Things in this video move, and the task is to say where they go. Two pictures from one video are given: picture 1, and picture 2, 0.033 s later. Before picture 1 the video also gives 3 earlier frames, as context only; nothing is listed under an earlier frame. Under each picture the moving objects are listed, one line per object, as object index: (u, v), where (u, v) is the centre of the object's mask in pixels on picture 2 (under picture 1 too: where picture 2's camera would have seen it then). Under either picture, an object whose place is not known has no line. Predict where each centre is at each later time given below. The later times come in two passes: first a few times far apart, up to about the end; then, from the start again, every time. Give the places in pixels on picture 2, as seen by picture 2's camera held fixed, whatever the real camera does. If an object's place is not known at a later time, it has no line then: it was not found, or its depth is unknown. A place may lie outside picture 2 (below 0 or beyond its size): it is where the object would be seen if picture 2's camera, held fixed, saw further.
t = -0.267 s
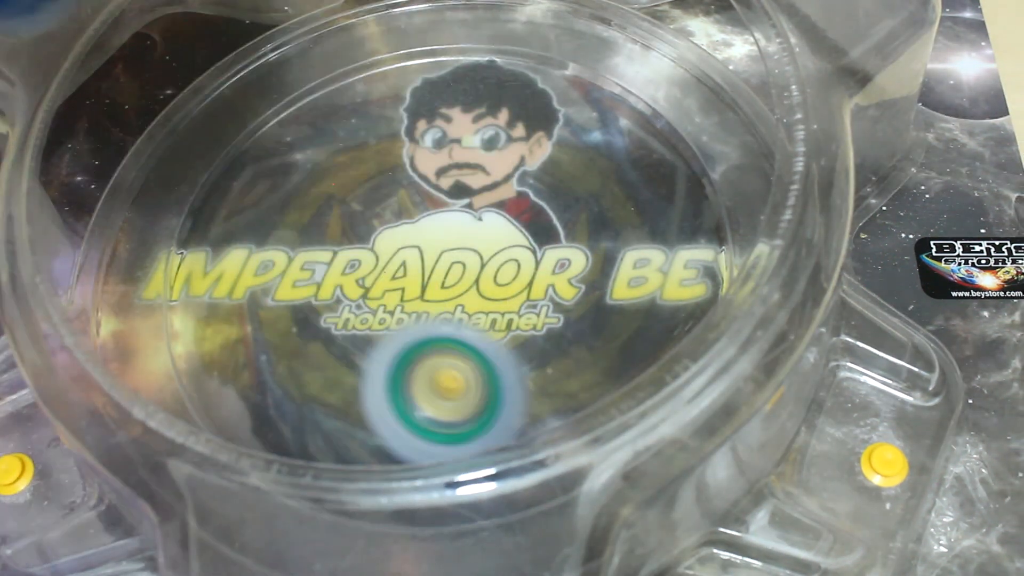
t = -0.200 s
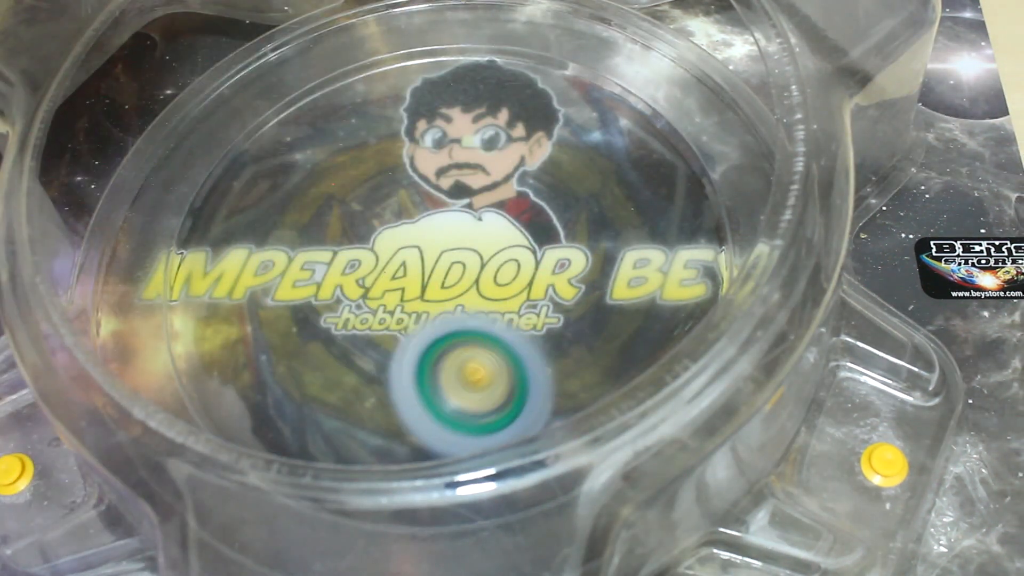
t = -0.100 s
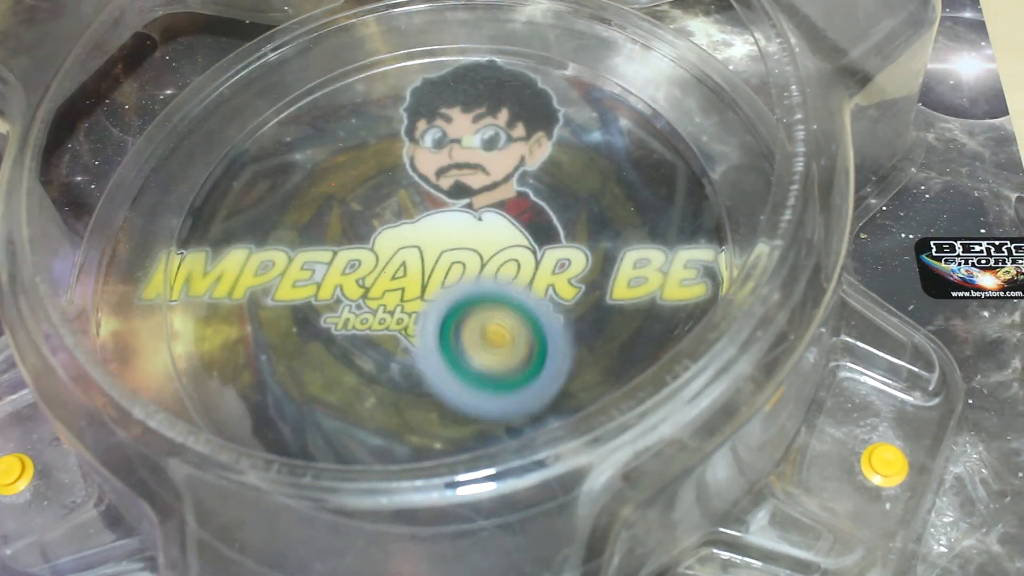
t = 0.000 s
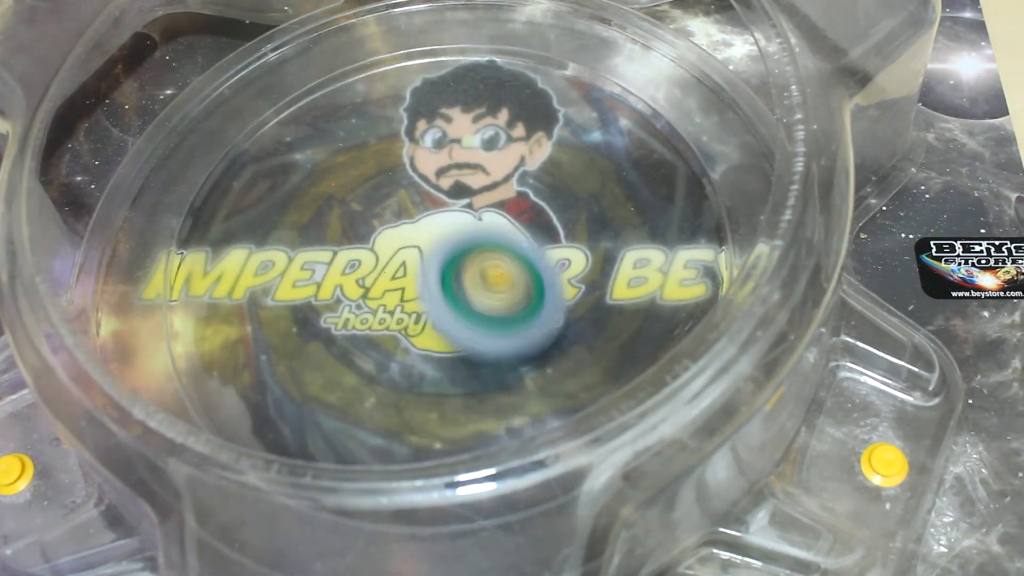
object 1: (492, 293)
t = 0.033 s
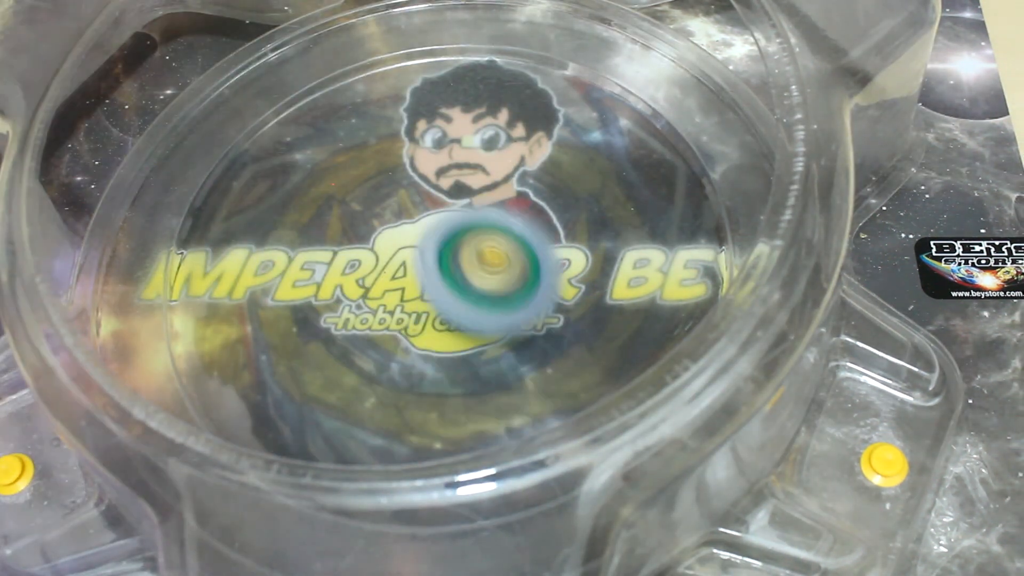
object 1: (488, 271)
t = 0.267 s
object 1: (441, 162)
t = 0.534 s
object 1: (408, 193)
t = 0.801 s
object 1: (440, 312)
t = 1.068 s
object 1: (435, 383)
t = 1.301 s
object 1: (413, 338)
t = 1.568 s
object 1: (447, 241)
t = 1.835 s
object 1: (514, 199)
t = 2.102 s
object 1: (531, 236)
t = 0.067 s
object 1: (483, 250)
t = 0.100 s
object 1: (478, 234)
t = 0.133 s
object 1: (472, 215)
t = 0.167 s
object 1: (464, 200)
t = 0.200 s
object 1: (456, 184)
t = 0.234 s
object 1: (448, 171)
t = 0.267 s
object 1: (441, 162)
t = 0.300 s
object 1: (435, 154)
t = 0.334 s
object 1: (426, 150)
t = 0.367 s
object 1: (422, 151)
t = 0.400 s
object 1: (417, 155)
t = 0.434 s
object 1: (413, 160)
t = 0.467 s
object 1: (411, 169)
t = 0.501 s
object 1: (409, 180)
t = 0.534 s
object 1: (408, 193)
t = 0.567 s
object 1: (409, 205)
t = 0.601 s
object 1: (411, 219)
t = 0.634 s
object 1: (414, 235)
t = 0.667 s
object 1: (419, 250)
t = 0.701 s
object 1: (424, 264)
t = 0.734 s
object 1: (430, 278)
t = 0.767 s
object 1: (435, 297)
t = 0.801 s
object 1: (440, 312)
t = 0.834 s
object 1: (444, 328)
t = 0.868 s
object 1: (446, 341)
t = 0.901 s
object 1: (449, 352)
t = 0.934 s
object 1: (449, 362)
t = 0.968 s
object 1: (447, 371)
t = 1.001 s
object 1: (444, 377)
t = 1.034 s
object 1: (440, 381)
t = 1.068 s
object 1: (435, 383)
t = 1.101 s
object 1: (429, 383)
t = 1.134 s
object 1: (423, 380)
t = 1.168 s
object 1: (418, 375)
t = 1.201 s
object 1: (415, 367)
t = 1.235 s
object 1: (413, 359)
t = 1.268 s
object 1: (412, 349)
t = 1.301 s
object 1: (413, 338)
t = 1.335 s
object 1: (415, 327)
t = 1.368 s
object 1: (418, 314)
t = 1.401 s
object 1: (422, 301)
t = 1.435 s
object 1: (426, 287)
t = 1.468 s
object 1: (430, 273)
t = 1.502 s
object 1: (436, 262)
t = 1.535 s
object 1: (441, 252)
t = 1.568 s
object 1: (447, 241)
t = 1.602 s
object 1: (456, 229)
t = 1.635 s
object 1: (463, 222)
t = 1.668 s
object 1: (474, 214)
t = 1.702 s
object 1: (482, 209)
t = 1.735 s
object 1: (490, 205)
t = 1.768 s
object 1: (499, 201)
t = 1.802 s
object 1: (507, 200)
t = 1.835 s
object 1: (514, 199)
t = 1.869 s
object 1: (520, 200)
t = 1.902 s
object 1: (525, 204)
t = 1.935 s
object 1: (529, 207)
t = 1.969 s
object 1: (531, 213)
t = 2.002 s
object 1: (533, 219)
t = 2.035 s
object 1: (533, 224)
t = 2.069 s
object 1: (533, 229)
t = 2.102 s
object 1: (531, 236)
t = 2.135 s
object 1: (530, 241)
